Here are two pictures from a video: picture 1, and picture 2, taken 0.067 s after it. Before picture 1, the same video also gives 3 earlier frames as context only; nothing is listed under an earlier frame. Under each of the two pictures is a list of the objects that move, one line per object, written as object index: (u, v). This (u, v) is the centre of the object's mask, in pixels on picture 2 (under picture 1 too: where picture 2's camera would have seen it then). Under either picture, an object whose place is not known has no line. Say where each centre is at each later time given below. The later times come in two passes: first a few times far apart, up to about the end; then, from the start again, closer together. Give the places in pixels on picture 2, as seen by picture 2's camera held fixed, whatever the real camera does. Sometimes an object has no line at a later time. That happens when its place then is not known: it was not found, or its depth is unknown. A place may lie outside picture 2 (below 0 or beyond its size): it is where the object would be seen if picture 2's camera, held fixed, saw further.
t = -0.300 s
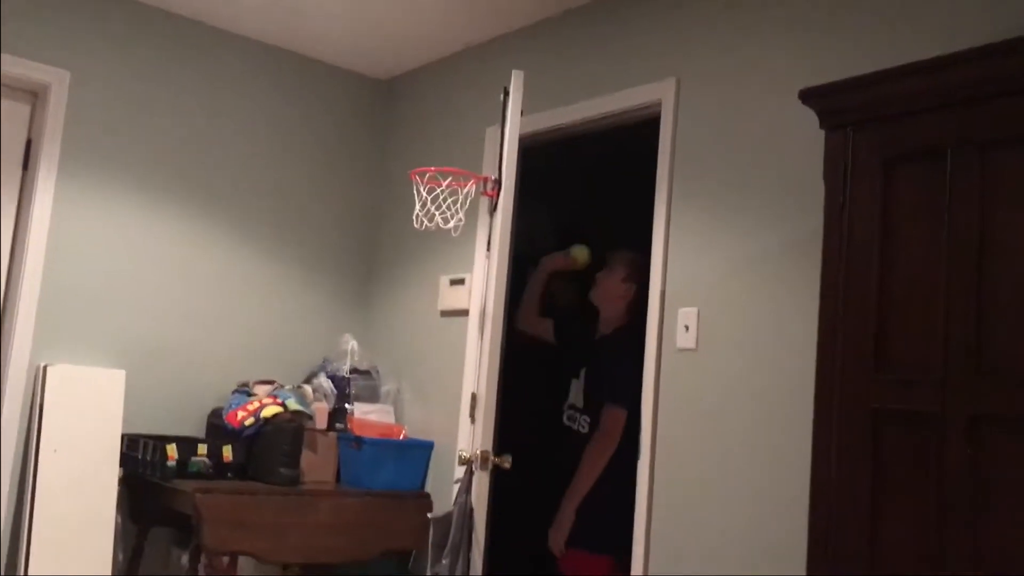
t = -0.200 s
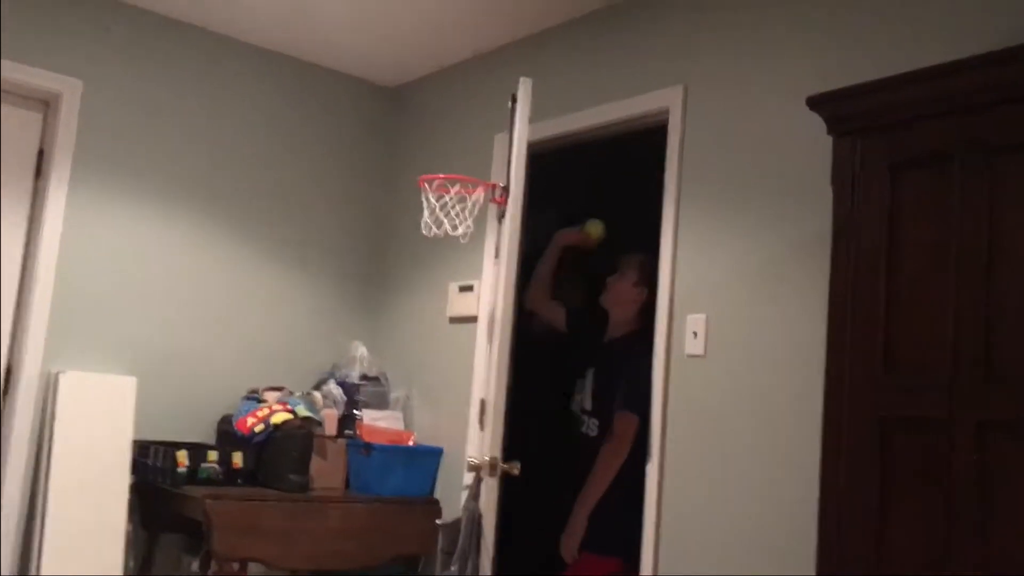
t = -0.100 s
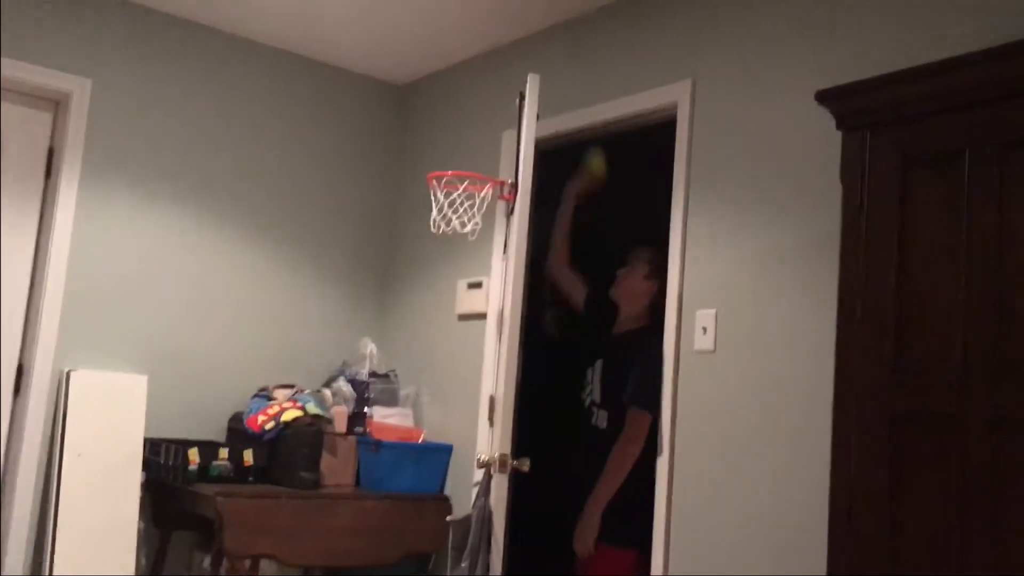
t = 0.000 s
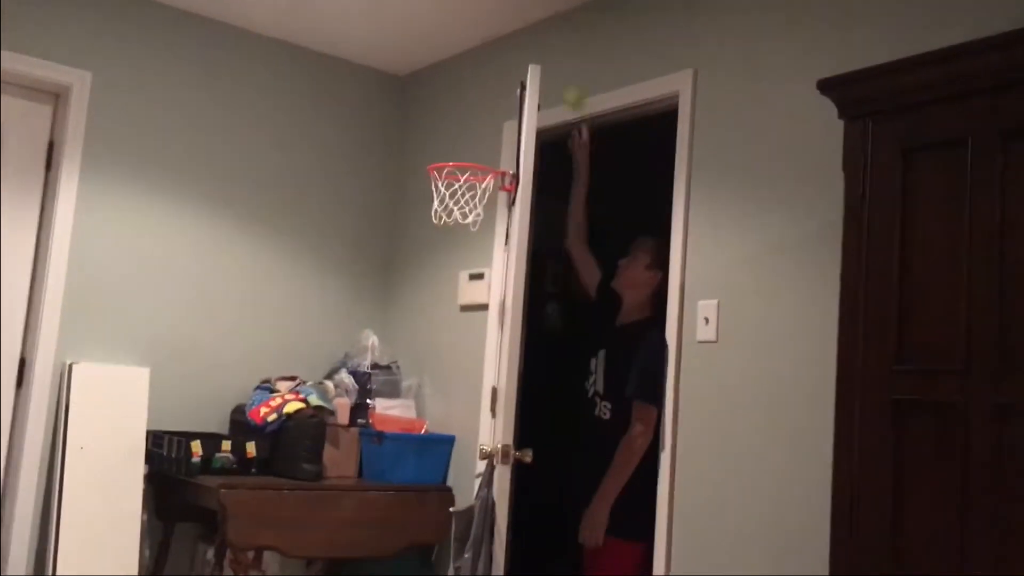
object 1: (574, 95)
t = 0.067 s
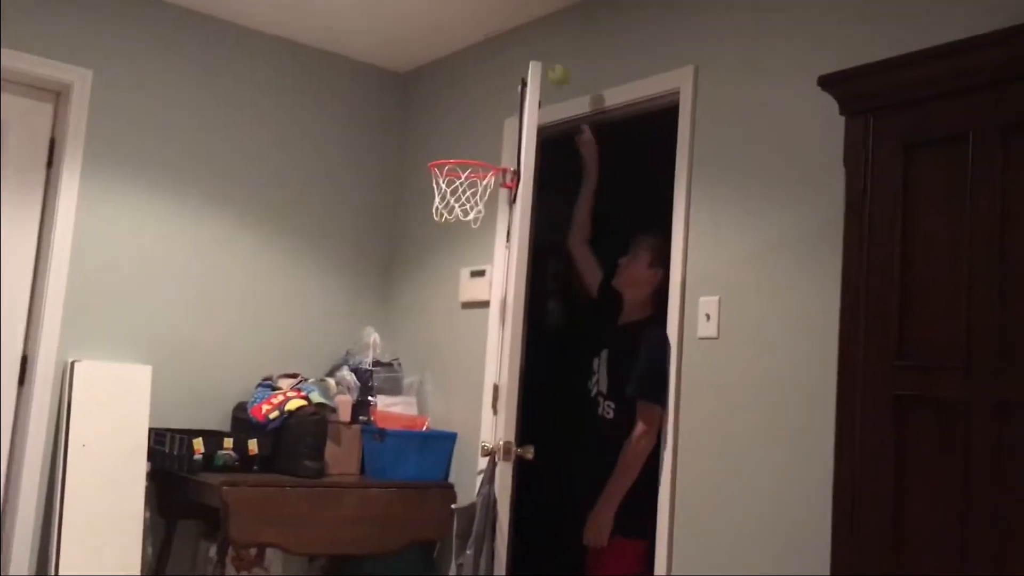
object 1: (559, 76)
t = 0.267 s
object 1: (504, 90)
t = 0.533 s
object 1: (417, 294)
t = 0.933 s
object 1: (314, 543)
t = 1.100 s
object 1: (312, 407)
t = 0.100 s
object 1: (551, 70)
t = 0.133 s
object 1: (546, 65)
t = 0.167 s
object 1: (527, 66)
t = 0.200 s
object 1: (521, 70)
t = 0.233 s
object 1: (512, 79)
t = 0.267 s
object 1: (504, 90)
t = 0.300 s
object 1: (495, 104)
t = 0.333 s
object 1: (484, 121)
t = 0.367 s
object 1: (475, 140)
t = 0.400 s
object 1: (462, 163)
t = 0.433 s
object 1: (451, 191)
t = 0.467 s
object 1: (440, 224)
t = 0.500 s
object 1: (430, 256)
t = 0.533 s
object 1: (417, 294)
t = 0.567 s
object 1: (406, 336)
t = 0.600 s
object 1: (393, 379)
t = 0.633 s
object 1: (379, 433)
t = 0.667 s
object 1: (365, 488)
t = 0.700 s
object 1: (351, 547)
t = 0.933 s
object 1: (314, 543)
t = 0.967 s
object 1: (314, 507)
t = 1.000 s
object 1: (314, 477)
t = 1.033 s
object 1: (314, 449)
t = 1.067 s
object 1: (313, 426)
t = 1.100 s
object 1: (312, 407)
